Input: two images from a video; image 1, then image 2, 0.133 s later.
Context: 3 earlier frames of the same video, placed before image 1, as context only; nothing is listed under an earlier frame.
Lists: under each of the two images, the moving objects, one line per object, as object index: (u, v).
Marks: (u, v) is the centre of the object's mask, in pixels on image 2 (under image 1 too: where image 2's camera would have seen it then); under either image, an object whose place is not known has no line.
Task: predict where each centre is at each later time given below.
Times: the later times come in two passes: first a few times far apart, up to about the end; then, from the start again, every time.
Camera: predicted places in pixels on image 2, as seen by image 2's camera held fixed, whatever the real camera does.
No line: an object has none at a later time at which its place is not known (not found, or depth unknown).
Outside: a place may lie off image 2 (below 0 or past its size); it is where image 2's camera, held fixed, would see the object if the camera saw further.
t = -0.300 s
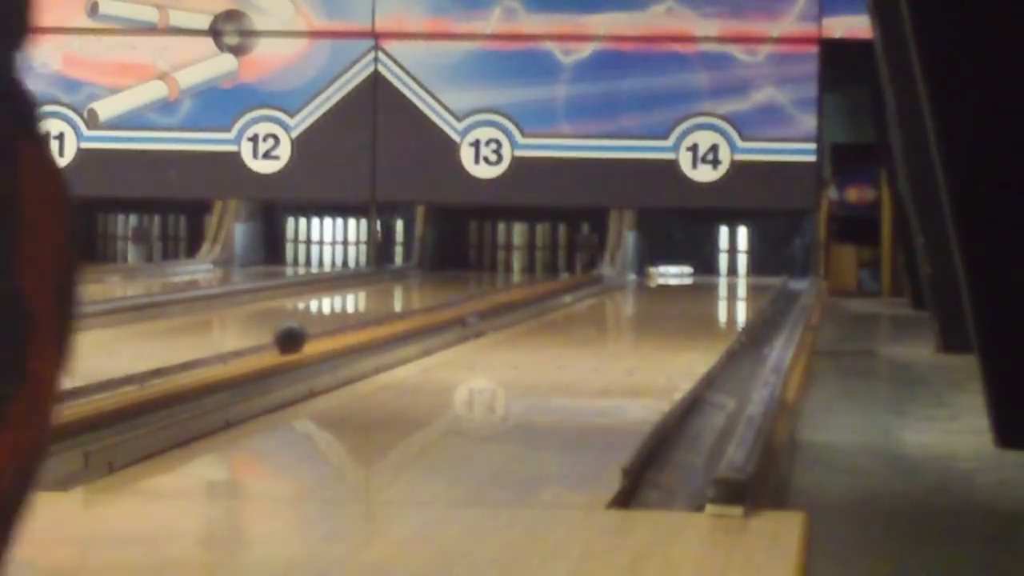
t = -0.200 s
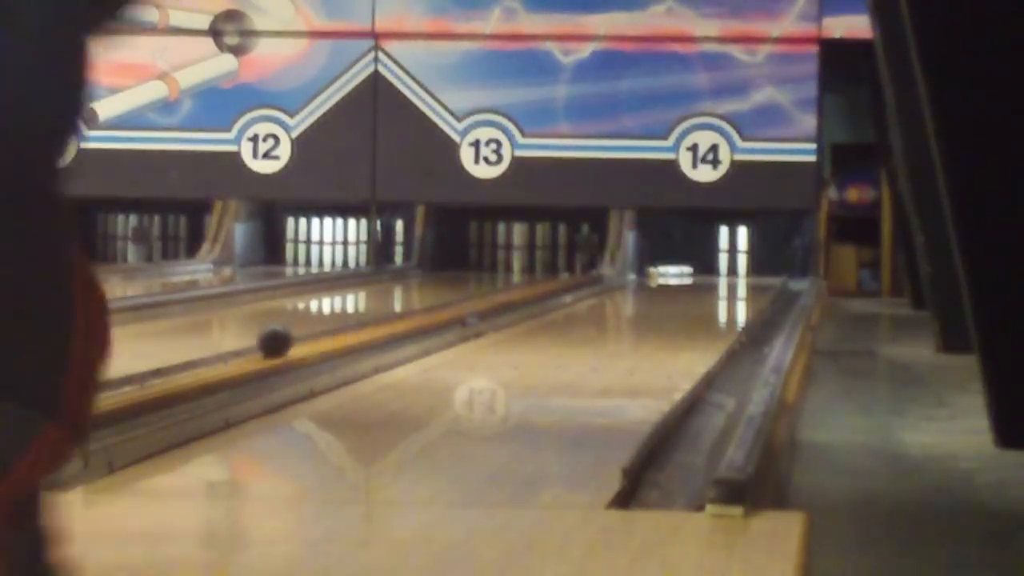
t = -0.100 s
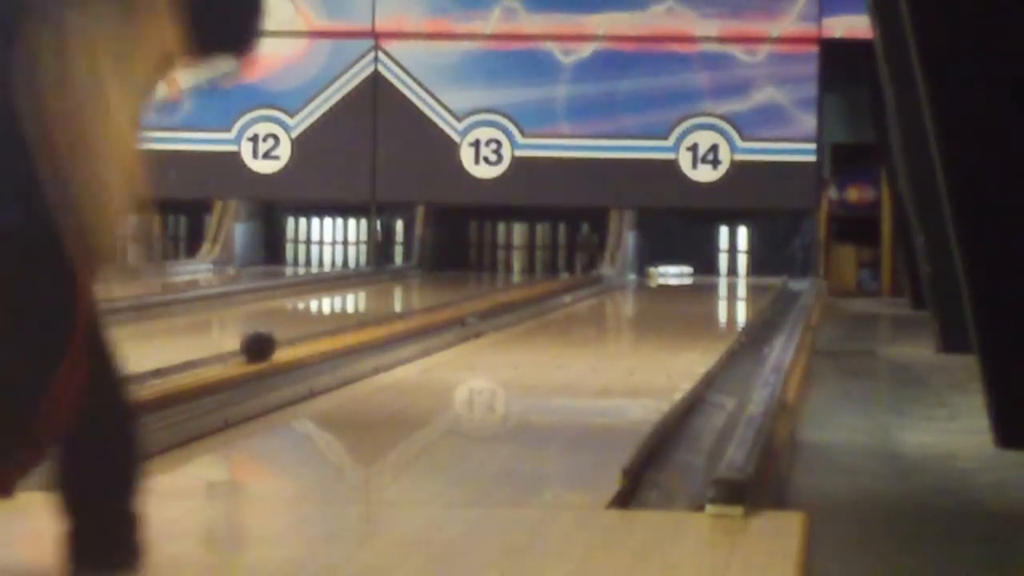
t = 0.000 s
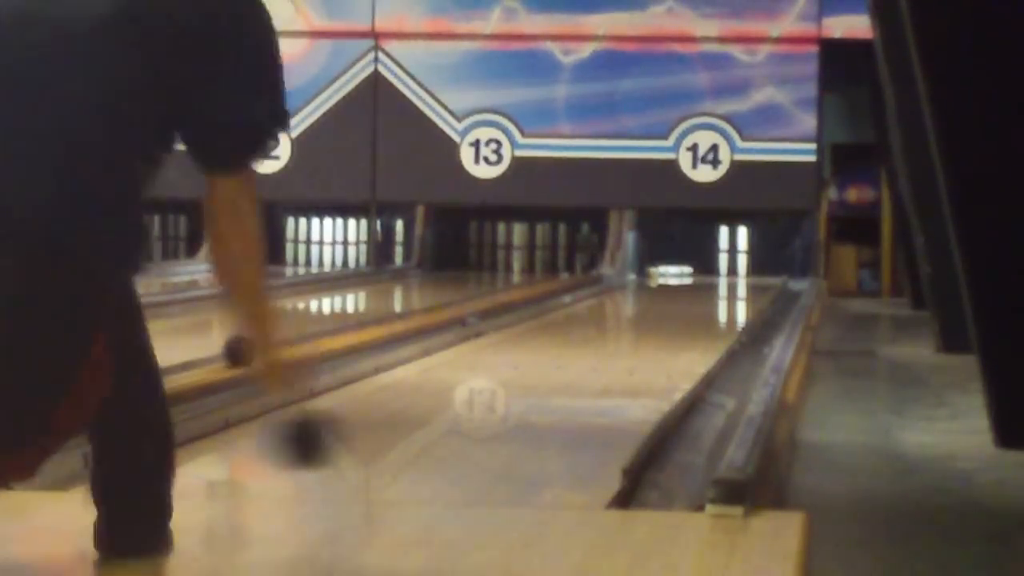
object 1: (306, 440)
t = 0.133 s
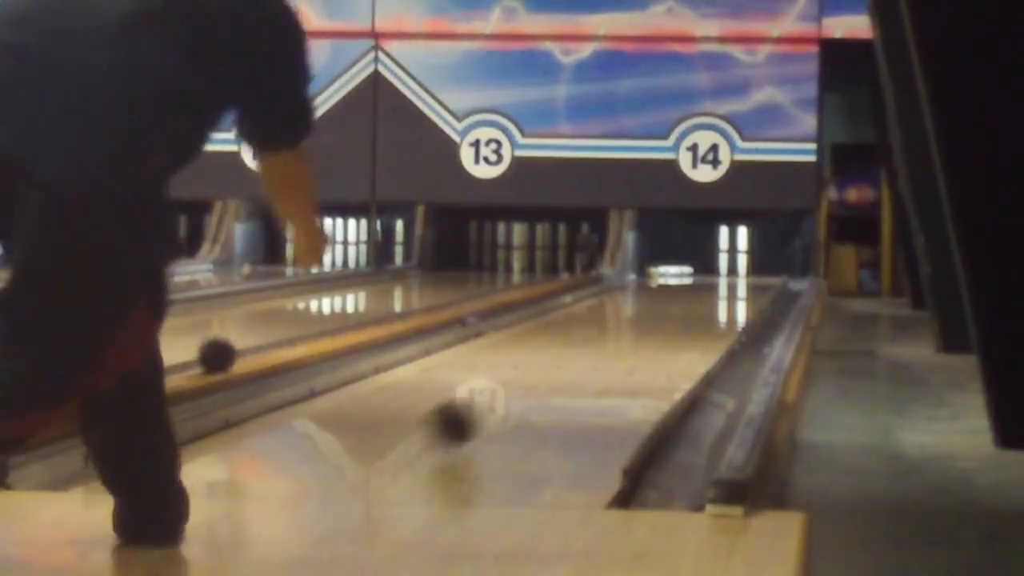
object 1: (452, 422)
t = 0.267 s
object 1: (541, 386)
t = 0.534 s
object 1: (643, 335)
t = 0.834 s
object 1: (705, 306)
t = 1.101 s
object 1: (738, 291)
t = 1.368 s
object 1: (763, 281)
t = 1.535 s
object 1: (773, 272)
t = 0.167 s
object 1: (479, 409)
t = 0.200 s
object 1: (503, 402)
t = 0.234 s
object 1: (523, 392)
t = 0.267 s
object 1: (541, 386)
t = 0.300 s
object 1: (558, 378)
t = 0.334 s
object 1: (573, 371)
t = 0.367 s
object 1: (588, 364)
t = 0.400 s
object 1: (601, 359)
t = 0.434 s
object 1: (613, 352)
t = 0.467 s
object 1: (624, 346)
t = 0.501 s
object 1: (634, 342)
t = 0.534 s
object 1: (643, 335)
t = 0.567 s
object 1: (652, 331)
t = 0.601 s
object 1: (660, 328)
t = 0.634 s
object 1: (668, 323)
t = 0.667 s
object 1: (675, 319)
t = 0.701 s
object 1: (682, 316)
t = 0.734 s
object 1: (689, 314)
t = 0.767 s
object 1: (694, 312)
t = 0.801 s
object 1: (700, 309)
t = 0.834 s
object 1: (705, 306)
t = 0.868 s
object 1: (710, 304)
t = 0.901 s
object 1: (714, 302)
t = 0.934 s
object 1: (720, 300)
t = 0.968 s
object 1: (725, 296)
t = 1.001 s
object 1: (727, 295)
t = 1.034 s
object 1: (732, 293)
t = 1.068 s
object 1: (736, 292)
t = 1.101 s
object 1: (738, 291)
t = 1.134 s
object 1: (742, 288)
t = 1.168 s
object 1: (746, 285)
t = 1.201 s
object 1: (749, 284)
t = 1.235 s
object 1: (754, 284)
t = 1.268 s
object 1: (758, 283)
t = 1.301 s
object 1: (759, 282)
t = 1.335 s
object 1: (761, 283)
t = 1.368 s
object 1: (763, 281)
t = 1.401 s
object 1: (765, 278)
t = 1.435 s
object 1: (766, 275)
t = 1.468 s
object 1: (769, 274)
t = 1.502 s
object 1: (771, 273)
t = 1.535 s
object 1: (773, 272)
